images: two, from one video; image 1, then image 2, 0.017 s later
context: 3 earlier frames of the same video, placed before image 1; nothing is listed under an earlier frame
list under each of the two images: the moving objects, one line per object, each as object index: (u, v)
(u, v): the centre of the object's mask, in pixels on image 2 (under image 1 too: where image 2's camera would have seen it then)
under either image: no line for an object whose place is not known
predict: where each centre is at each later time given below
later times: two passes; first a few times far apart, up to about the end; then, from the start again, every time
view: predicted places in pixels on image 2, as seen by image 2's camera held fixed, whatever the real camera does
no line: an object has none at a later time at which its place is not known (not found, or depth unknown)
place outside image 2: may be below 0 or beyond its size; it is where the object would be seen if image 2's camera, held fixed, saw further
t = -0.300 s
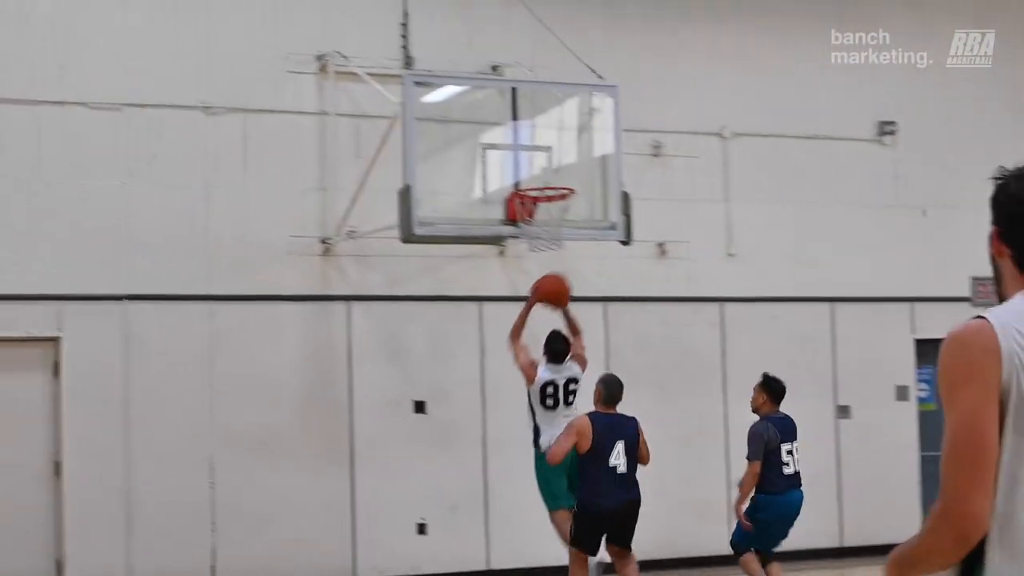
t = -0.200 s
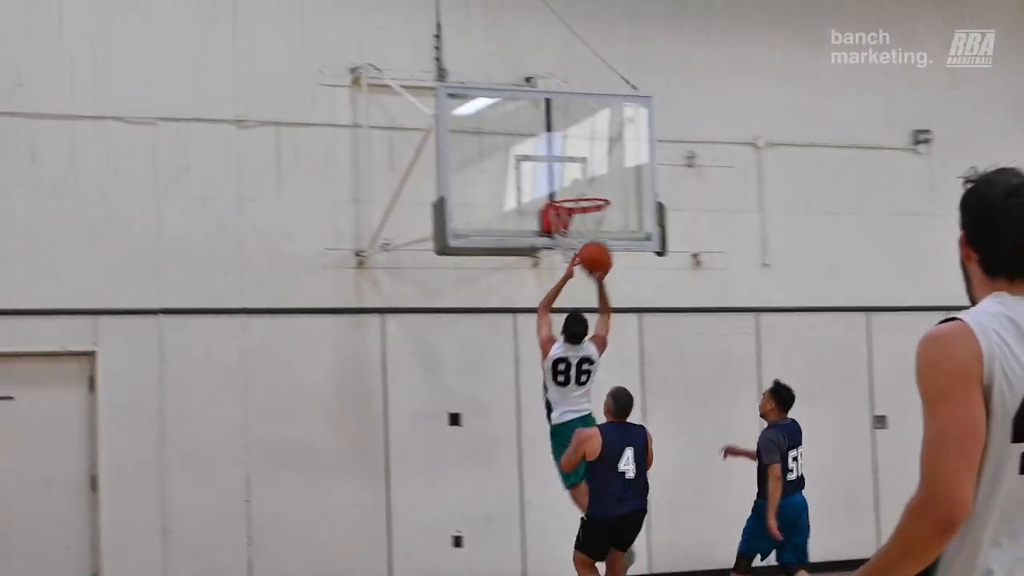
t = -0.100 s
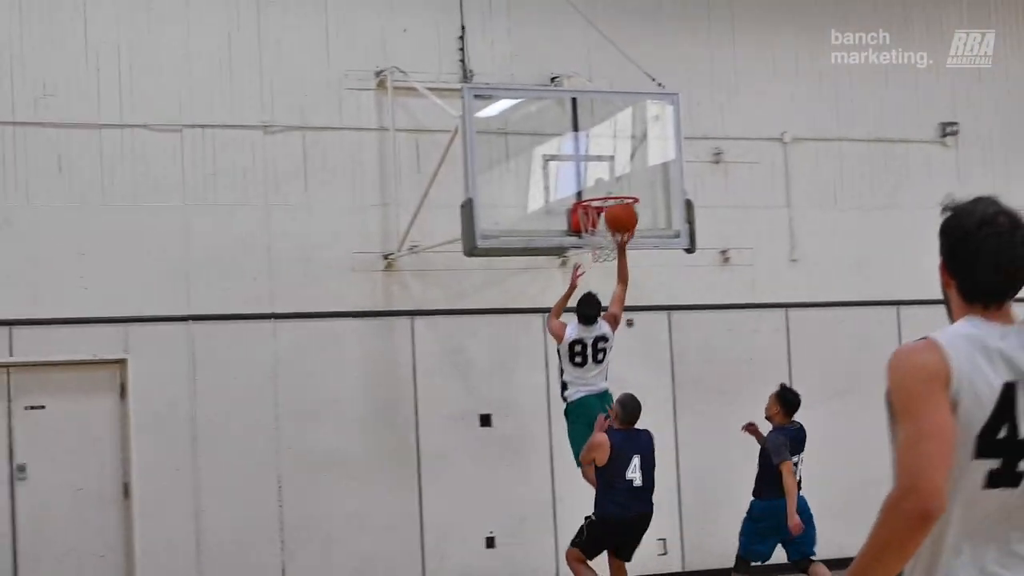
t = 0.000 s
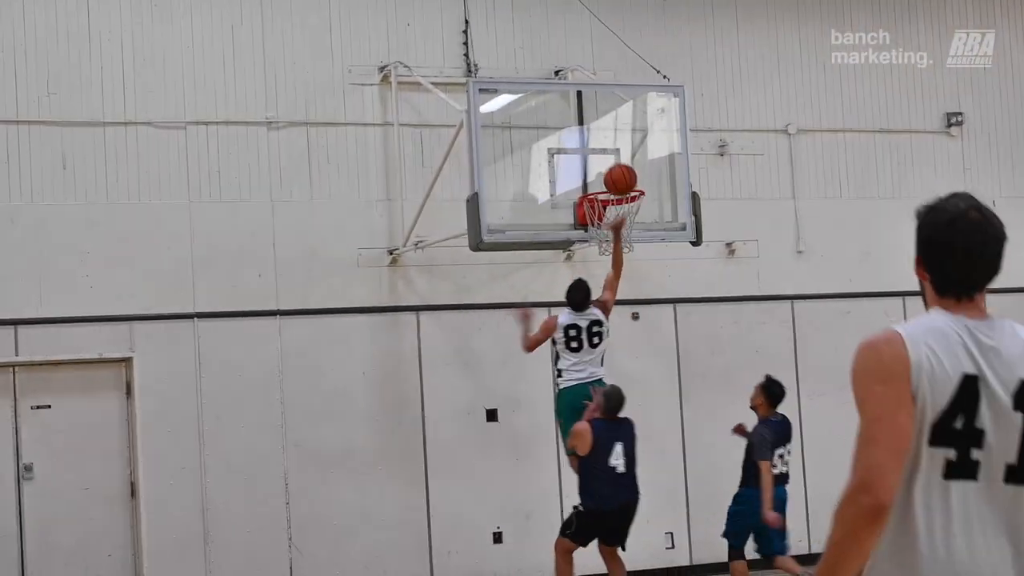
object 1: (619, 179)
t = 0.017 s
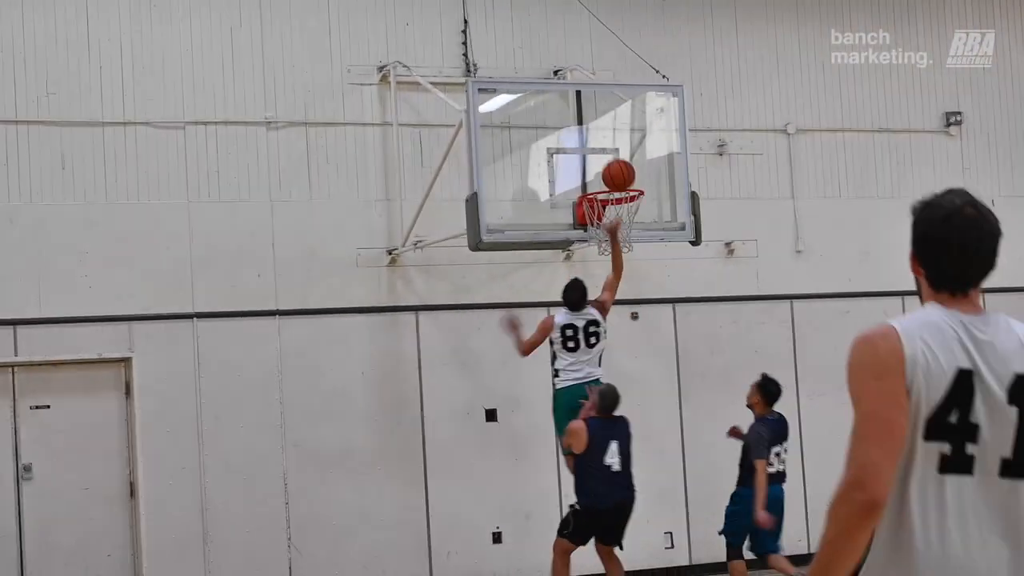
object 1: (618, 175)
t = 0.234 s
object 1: (605, 155)
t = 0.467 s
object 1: (599, 179)
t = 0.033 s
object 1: (617, 171)
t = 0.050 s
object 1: (616, 168)
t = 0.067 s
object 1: (615, 165)
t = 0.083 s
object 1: (614, 162)
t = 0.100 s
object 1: (613, 160)
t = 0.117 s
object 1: (612, 158)
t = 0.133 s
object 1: (611, 156)
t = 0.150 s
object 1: (610, 155)
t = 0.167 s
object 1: (609, 154)
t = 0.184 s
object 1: (608, 154)
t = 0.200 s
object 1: (607, 154)
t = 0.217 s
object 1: (606, 154)
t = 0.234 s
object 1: (605, 155)
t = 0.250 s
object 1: (605, 156)
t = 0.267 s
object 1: (604, 157)
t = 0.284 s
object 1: (603, 159)
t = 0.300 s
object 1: (602, 161)
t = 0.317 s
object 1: (601, 164)
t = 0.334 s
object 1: (600, 167)
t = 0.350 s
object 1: (599, 170)
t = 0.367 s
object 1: (599, 173)
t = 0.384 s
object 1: (598, 178)
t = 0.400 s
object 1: (597, 180)
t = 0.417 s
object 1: (597, 182)
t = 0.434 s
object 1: (597, 181)
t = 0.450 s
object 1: (598, 179)
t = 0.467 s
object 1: (599, 179)
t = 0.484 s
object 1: (600, 178)
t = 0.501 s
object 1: (601, 177)
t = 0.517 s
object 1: (602, 177)
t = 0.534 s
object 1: (603, 176)
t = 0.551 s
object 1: (604, 176)
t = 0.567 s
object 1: (605, 177)
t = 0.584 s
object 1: (606, 177)
